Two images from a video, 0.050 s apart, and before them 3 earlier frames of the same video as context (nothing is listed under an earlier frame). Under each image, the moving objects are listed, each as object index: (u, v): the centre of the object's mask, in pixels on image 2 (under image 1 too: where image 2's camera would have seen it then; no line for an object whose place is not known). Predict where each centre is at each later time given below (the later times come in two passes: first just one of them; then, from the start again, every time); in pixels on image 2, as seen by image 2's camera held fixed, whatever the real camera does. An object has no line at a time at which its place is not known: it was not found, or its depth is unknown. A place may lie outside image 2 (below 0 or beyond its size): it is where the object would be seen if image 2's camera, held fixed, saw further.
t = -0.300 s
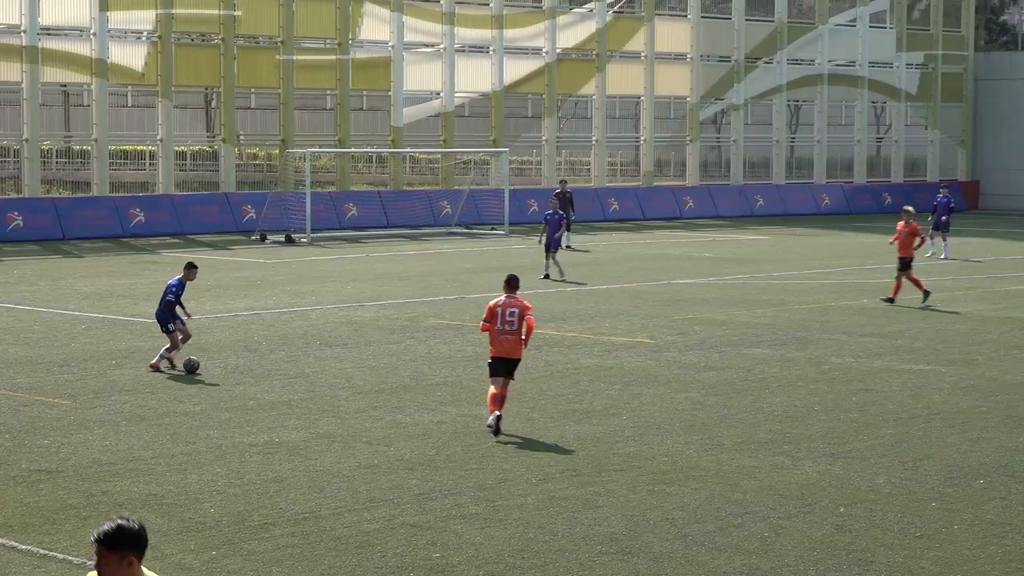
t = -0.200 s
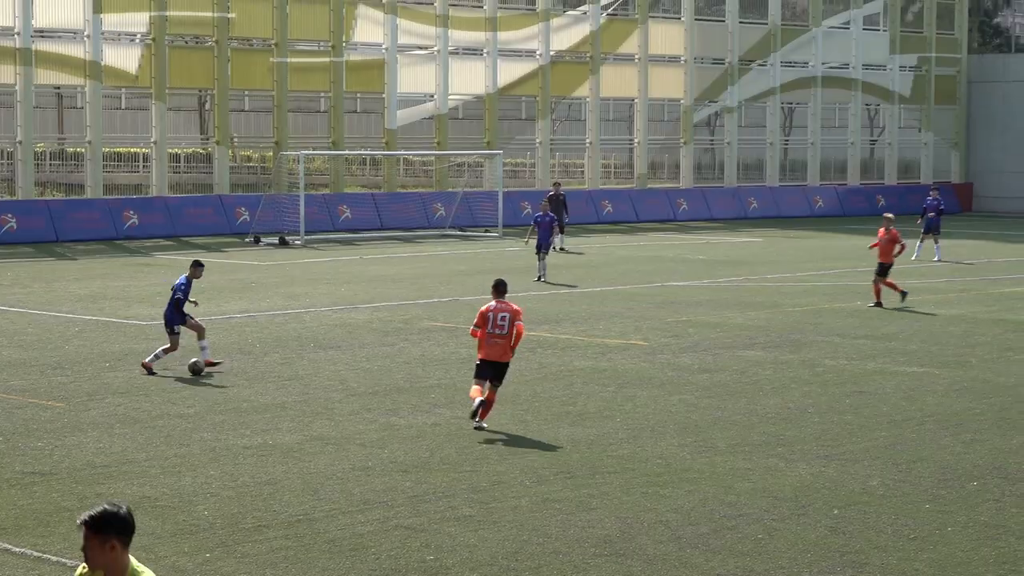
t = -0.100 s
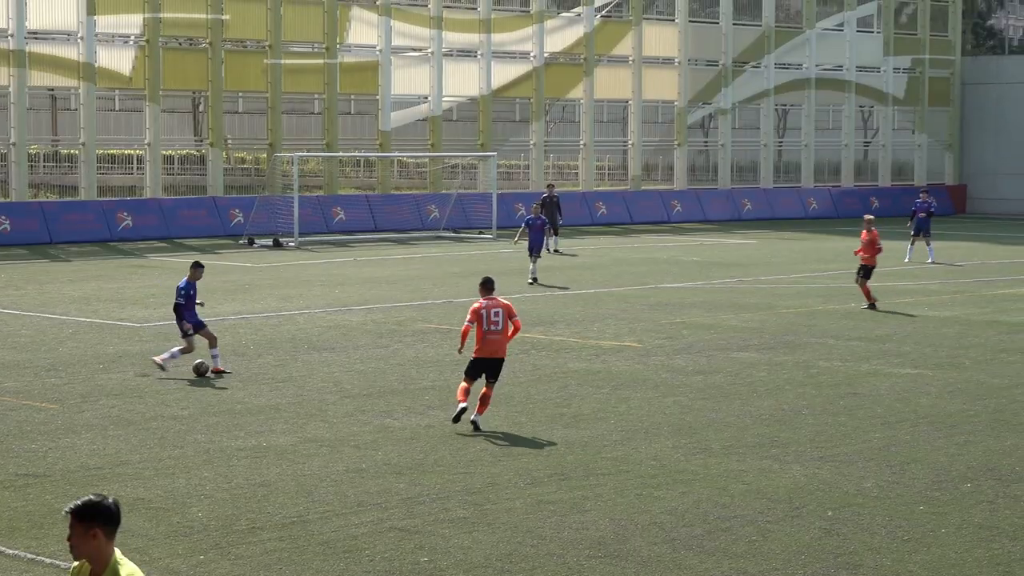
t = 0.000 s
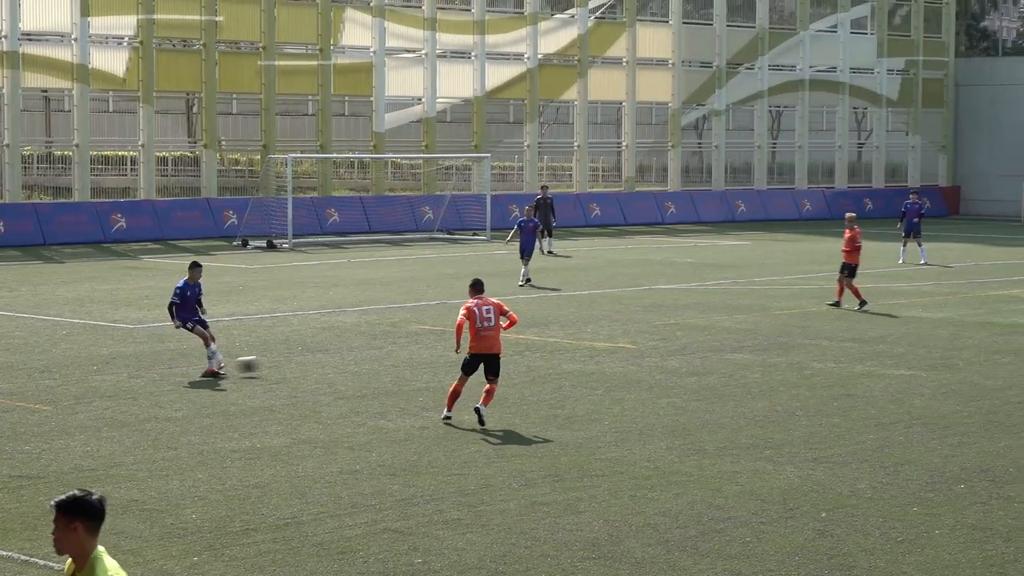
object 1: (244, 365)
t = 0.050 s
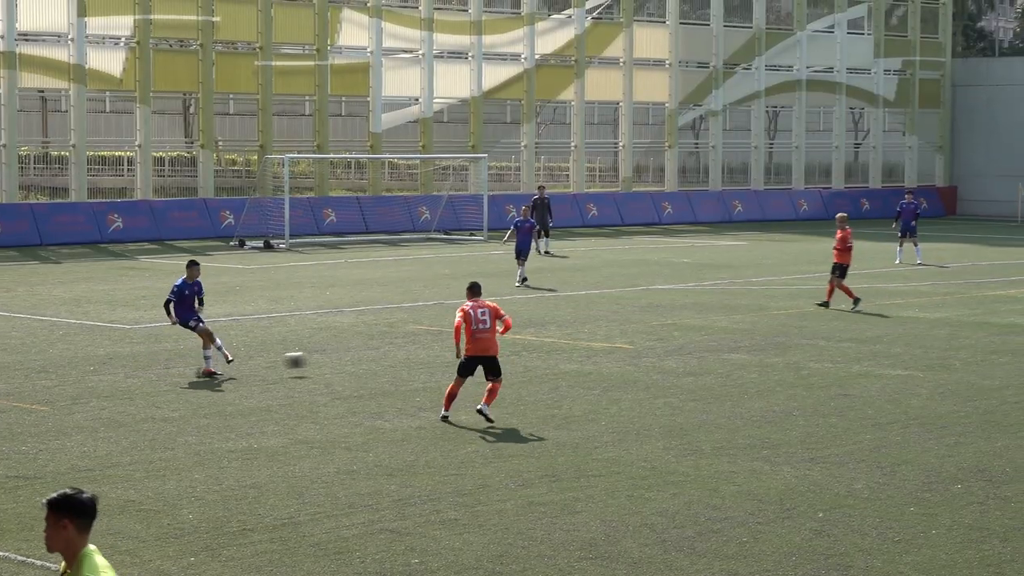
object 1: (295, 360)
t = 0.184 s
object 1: (424, 360)
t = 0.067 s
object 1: (311, 359)
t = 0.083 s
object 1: (328, 358)
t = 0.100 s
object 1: (344, 358)
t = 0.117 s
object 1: (359, 358)
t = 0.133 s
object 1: (376, 358)
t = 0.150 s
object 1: (393, 358)
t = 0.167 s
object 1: (408, 359)
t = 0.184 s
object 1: (424, 360)
